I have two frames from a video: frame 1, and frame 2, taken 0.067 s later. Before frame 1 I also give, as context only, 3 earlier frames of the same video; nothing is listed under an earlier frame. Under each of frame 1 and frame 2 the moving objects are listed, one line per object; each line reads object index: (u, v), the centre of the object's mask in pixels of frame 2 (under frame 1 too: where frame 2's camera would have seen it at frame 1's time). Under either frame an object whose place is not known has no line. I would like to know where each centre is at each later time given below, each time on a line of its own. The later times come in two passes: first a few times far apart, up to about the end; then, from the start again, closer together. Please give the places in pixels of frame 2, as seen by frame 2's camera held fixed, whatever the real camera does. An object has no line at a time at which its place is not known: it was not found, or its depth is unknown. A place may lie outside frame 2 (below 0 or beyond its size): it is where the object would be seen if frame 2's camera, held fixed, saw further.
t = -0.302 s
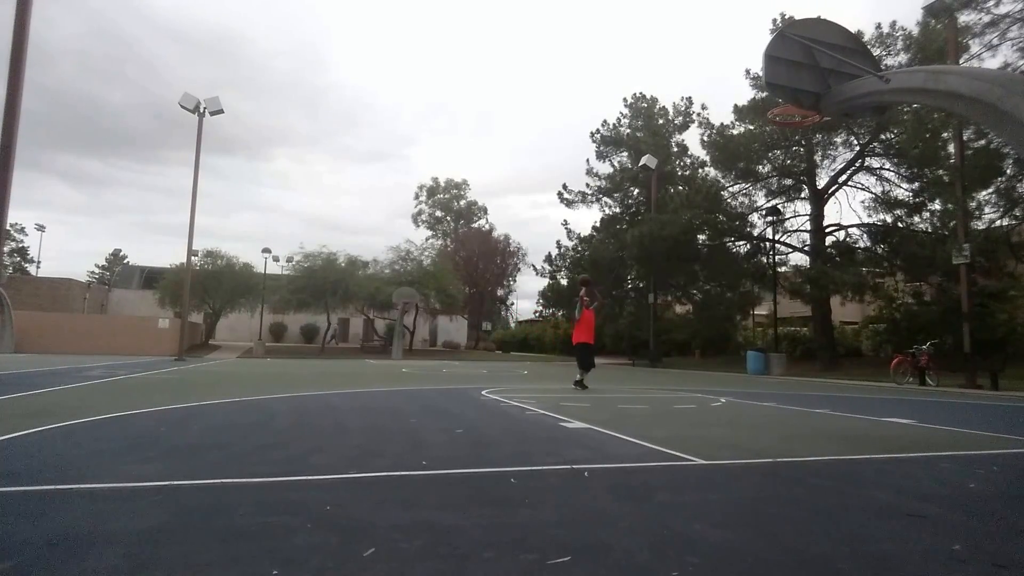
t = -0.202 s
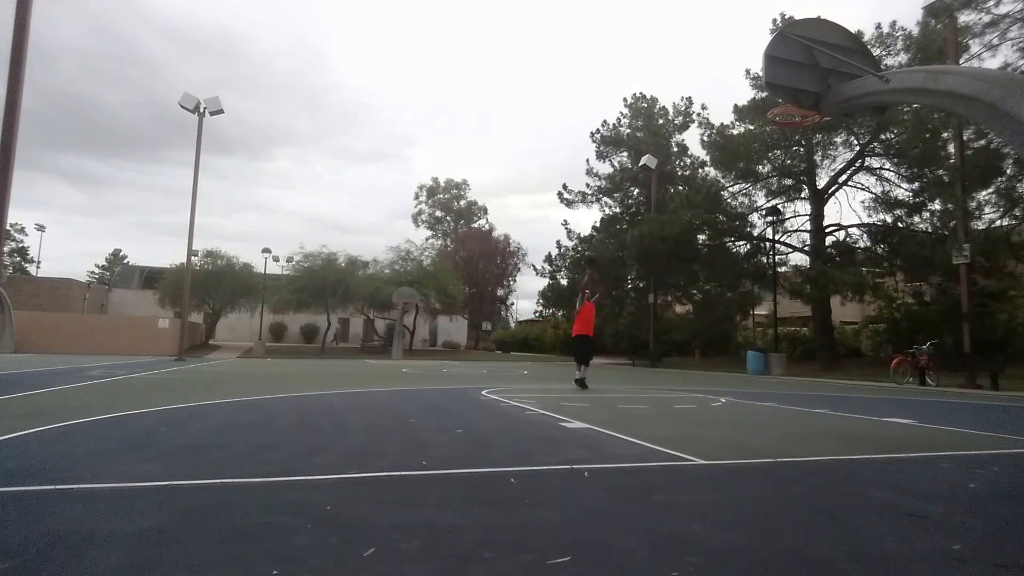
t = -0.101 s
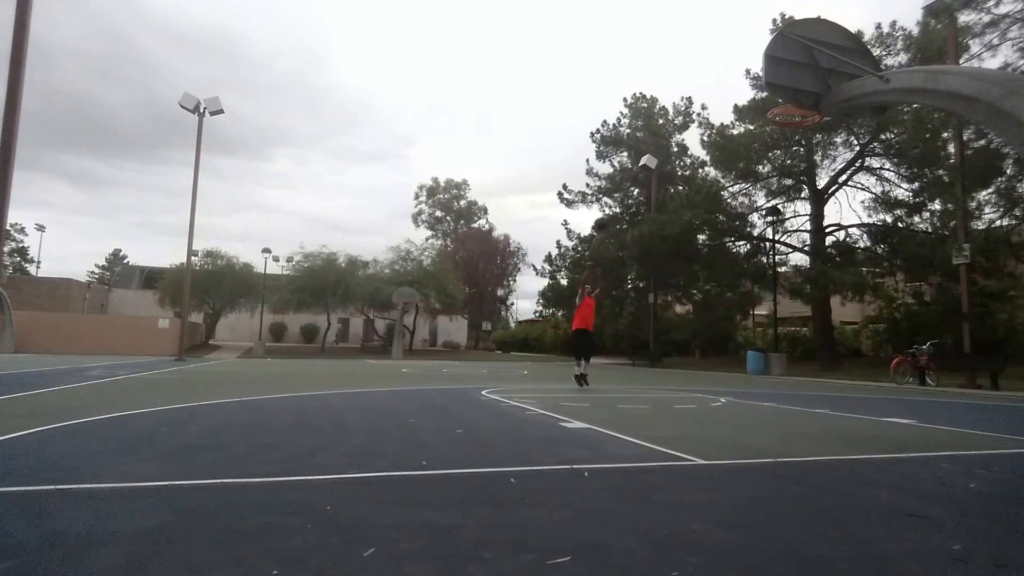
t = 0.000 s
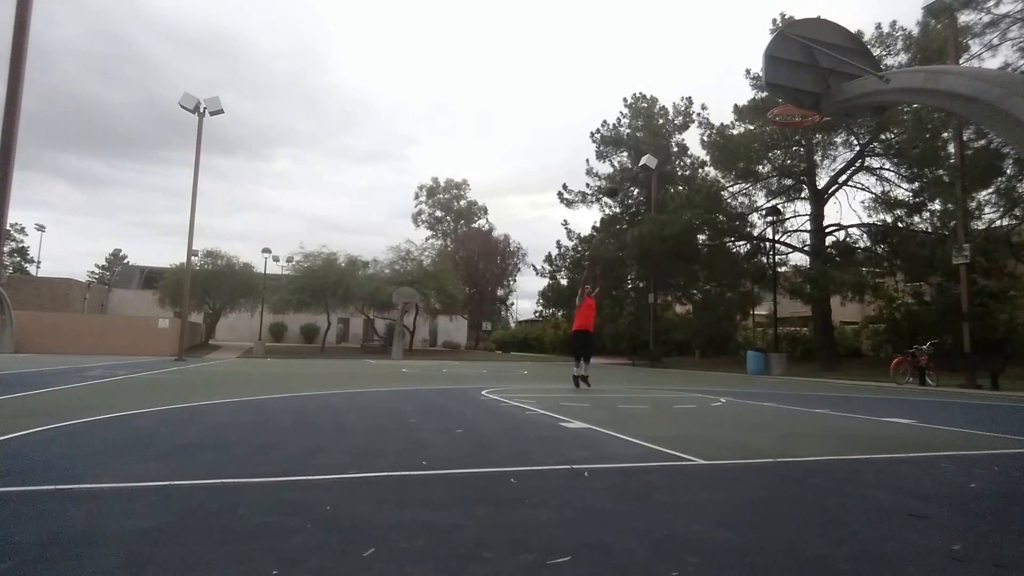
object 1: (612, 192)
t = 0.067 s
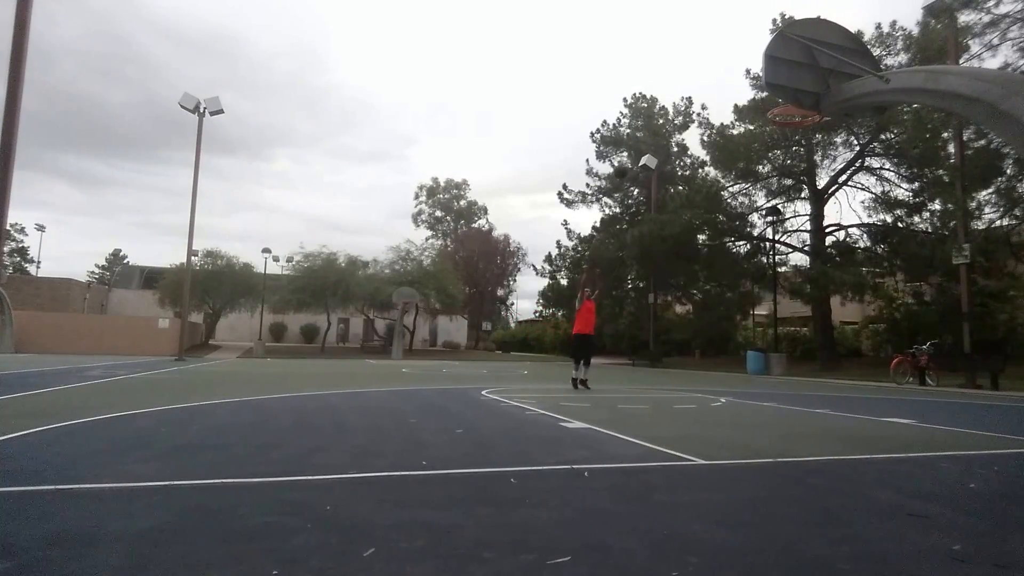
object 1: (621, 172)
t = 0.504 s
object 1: (686, 84)
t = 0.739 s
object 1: (737, 82)
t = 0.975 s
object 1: (806, 125)
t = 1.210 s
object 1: (799, 143)
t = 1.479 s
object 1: (791, 170)
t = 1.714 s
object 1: (787, 243)
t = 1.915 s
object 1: (782, 362)
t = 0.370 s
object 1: (663, 102)
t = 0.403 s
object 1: (669, 96)
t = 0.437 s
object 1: (674, 92)
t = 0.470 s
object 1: (680, 88)
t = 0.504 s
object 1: (686, 84)
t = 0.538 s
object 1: (692, 82)
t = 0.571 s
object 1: (699, 79)
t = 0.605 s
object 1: (706, 78)
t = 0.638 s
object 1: (713, 78)
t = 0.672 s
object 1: (721, 78)
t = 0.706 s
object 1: (729, 80)
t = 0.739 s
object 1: (737, 82)
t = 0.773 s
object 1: (746, 86)
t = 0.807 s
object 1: (754, 90)
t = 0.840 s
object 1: (762, 98)
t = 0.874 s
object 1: (768, 103)
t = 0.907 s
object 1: (782, 114)
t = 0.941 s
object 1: (796, 120)
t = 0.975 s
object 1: (806, 125)
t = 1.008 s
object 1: (809, 129)
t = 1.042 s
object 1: (807, 132)
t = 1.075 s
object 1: (804, 134)
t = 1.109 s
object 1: (803, 135)
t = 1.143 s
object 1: (803, 137)
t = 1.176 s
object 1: (801, 140)
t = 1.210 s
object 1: (799, 143)
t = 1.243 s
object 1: (798, 146)
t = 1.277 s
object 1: (797, 149)
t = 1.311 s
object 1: (796, 152)
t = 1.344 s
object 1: (795, 154)
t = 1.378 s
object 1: (794, 157)
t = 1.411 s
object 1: (793, 161)
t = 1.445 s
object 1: (792, 166)
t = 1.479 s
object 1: (791, 170)
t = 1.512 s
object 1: (791, 177)
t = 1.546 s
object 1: (790, 185)
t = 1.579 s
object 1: (789, 194)
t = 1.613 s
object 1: (789, 204)
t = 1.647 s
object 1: (788, 216)
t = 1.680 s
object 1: (788, 229)
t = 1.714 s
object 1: (787, 243)
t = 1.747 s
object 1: (787, 259)
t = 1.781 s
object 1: (786, 277)
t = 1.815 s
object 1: (785, 295)
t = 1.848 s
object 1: (786, 316)
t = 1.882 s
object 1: (782, 339)
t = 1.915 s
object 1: (782, 362)
